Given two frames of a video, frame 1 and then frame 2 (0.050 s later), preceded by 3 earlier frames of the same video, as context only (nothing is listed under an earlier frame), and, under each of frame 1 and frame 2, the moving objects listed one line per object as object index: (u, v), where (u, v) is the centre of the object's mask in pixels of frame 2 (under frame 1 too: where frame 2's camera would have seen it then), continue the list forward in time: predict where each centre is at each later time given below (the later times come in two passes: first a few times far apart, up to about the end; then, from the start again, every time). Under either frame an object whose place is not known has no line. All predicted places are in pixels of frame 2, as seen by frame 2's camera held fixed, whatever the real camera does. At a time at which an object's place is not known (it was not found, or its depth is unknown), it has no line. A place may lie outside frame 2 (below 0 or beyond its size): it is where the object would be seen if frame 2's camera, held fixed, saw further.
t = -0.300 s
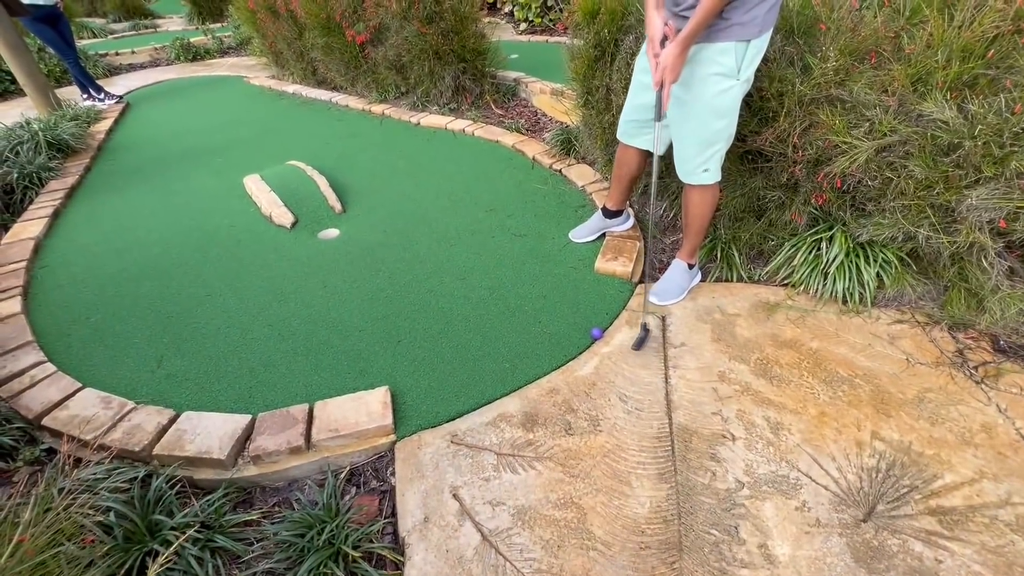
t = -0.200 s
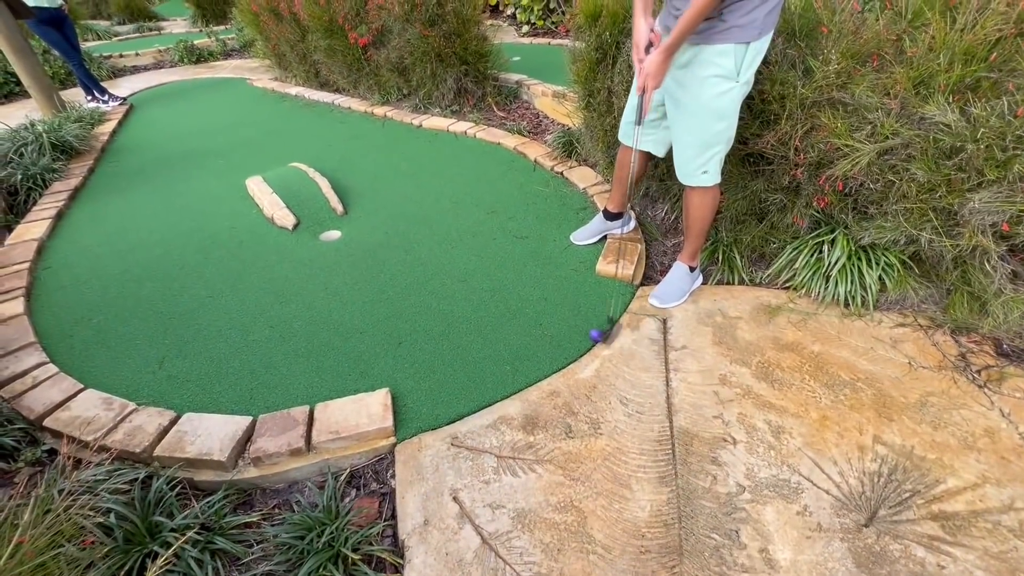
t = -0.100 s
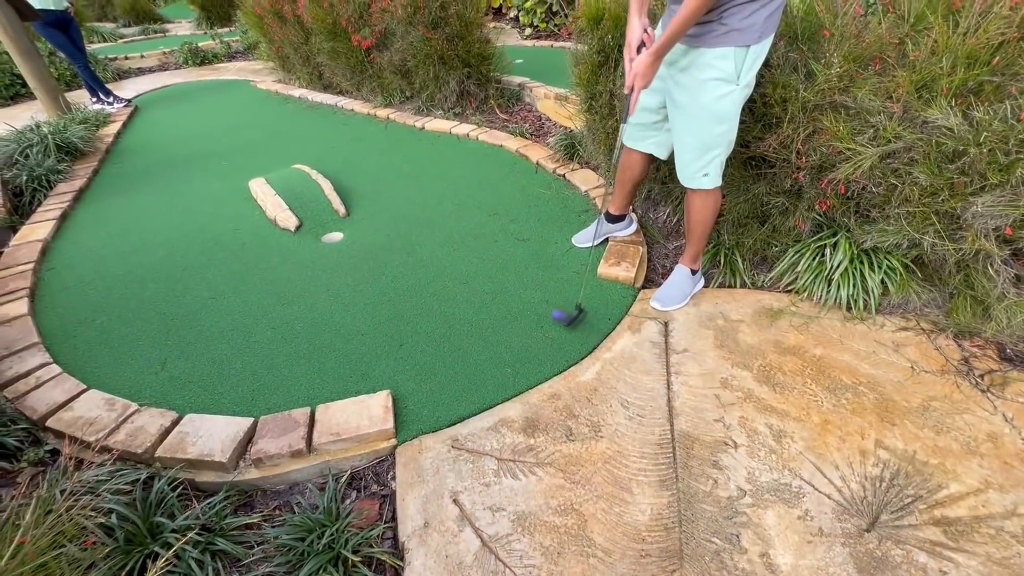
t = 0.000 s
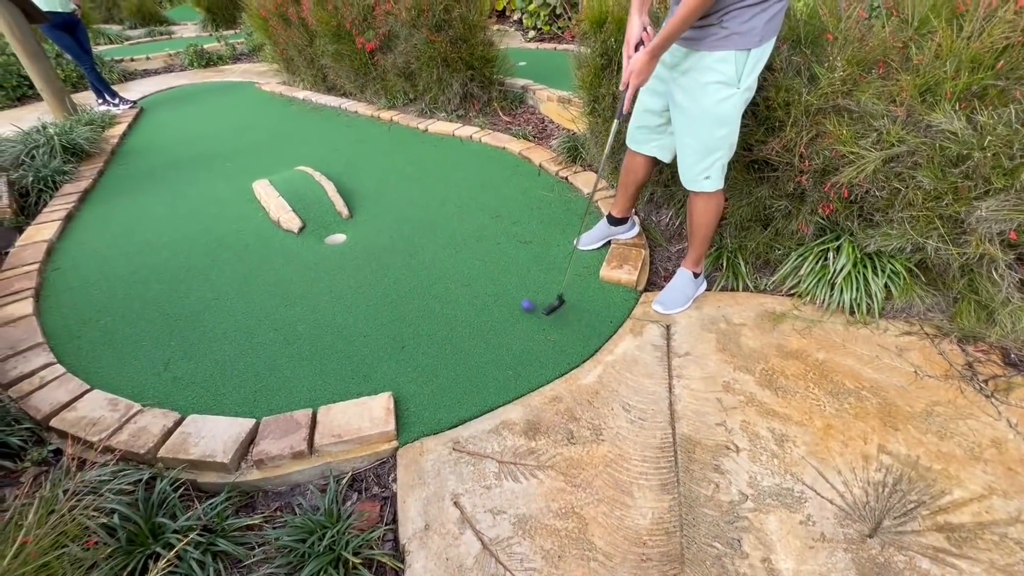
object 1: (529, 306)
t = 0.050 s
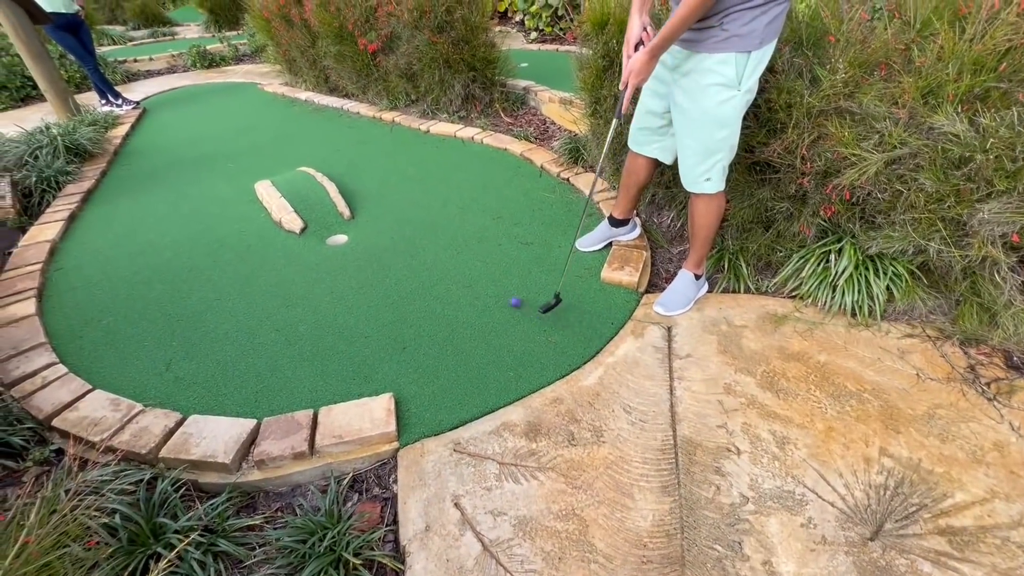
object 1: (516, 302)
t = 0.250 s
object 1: (467, 280)
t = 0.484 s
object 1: (419, 258)
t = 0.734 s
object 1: (380, 239)
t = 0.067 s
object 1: (510, 300)
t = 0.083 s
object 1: (507, 297)
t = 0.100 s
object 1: (502, 295)
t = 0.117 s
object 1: (496, 294)
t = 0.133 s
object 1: (493, 292)
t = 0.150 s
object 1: (489, 290)
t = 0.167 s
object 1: (485, 288)
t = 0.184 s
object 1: (481, 286)
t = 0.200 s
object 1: (477, 284)
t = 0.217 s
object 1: (473, 283)
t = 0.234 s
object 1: (469, 281)
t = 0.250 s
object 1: (467, 280)
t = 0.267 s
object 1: (462, 277)
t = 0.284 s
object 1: (459, 276)
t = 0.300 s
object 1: (455, 274)
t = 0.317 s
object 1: (451, 273)
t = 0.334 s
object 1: (448, 271)
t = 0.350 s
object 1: (444, 270)
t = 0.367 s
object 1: (441, 268)
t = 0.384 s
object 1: (438, 267)
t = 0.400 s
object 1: (434, 265)
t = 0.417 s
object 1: (431, 264)
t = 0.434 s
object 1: (428, 262)
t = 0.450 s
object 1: (425, 261)
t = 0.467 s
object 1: (422, 259)
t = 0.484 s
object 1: (419, 258)
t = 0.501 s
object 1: (417, 256)
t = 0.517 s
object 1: (413, 255)
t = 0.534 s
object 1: (410, 254)
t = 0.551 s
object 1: (408, 253)
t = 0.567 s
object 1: (405, 252)
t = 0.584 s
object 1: (402, 250)
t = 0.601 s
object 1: (400, 249)
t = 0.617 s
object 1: (397, 248)
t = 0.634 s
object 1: (395, 246)
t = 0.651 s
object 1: (392, 245)
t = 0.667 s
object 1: (390, 244)
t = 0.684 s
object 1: (387, 243)
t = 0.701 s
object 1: (385, 242)
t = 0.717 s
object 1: (382, 240)
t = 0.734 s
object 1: (380, 239)
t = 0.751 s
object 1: (378, 238)
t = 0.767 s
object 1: (375, 237)
